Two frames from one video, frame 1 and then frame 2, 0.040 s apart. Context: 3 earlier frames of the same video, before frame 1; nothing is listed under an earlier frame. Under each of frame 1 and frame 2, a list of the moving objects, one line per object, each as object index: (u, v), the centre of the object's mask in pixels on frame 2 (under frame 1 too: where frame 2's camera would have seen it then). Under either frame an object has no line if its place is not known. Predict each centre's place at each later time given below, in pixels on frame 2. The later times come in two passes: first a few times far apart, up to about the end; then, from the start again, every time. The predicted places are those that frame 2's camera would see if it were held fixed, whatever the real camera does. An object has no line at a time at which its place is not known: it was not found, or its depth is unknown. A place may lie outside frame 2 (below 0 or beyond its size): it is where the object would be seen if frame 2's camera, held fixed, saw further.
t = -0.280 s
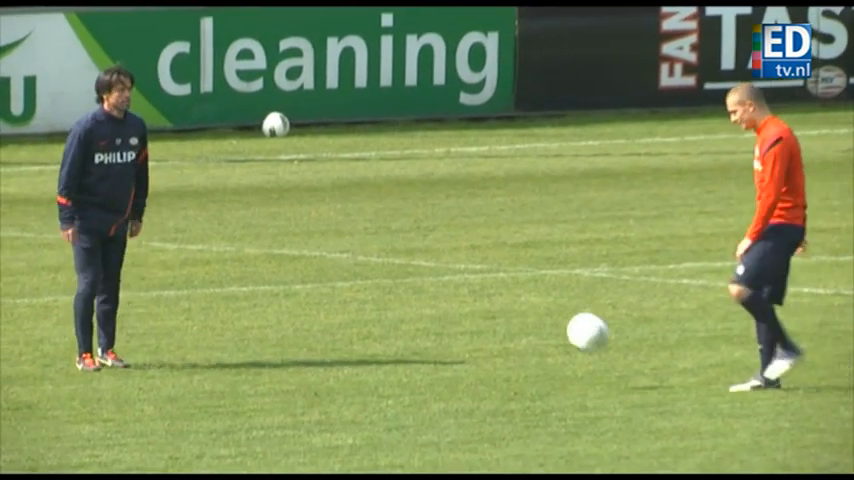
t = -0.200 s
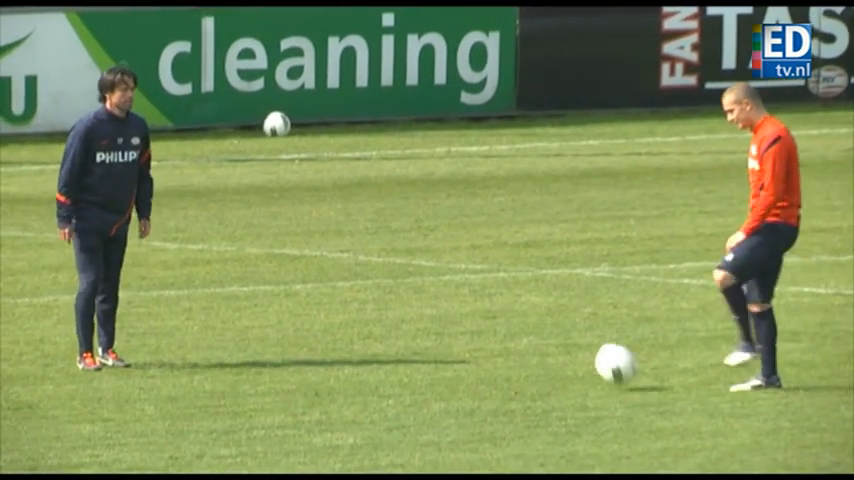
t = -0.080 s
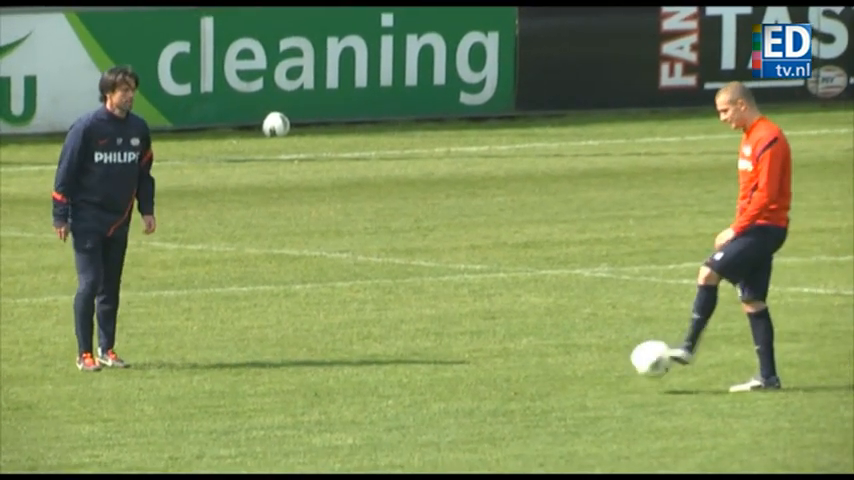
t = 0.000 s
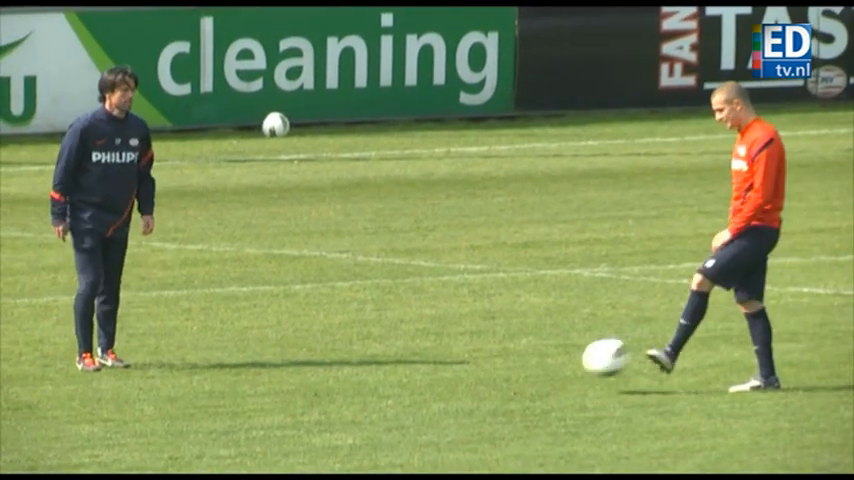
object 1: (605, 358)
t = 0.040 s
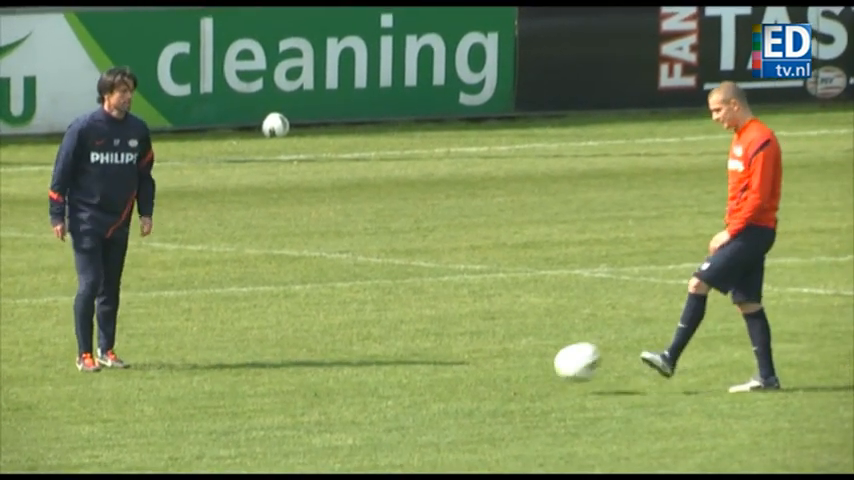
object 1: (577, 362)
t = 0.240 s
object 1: (481, 372)
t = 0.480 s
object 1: (409, 379)
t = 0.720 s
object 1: (336, 382)
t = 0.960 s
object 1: (272, 383)
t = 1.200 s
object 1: (217, 384)
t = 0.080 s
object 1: (550, 368)
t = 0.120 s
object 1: (522, 376)
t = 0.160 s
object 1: (506, 376)
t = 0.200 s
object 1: (495, 373)
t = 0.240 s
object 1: (481, 372)
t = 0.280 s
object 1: (469, 374)
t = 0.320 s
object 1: (456, 378)
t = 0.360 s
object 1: (444, 379)
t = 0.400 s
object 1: (432, 377)
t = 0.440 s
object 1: (420, 377)
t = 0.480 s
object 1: (409, 379)
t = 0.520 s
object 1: (396, 381)
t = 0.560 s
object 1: (384, 380)
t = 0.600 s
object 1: (371, 381)
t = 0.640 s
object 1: (359, 381)
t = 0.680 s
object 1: (347, 382)
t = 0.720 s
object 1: (336, 382)
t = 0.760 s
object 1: (325, 382)
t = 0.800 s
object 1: (314, 383)
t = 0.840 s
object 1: (303, 383)
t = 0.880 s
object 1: (293, 383)
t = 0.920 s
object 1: (283, 383)
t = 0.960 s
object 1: (272, 383)
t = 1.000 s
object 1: (263, 383)
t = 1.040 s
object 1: (254, 384)
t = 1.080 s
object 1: (243, 383)
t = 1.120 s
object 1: (235, 383)
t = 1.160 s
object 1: (226, 383)
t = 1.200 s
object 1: (217, 384)
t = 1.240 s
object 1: (208, 385)
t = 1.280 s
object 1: (200, 385)
